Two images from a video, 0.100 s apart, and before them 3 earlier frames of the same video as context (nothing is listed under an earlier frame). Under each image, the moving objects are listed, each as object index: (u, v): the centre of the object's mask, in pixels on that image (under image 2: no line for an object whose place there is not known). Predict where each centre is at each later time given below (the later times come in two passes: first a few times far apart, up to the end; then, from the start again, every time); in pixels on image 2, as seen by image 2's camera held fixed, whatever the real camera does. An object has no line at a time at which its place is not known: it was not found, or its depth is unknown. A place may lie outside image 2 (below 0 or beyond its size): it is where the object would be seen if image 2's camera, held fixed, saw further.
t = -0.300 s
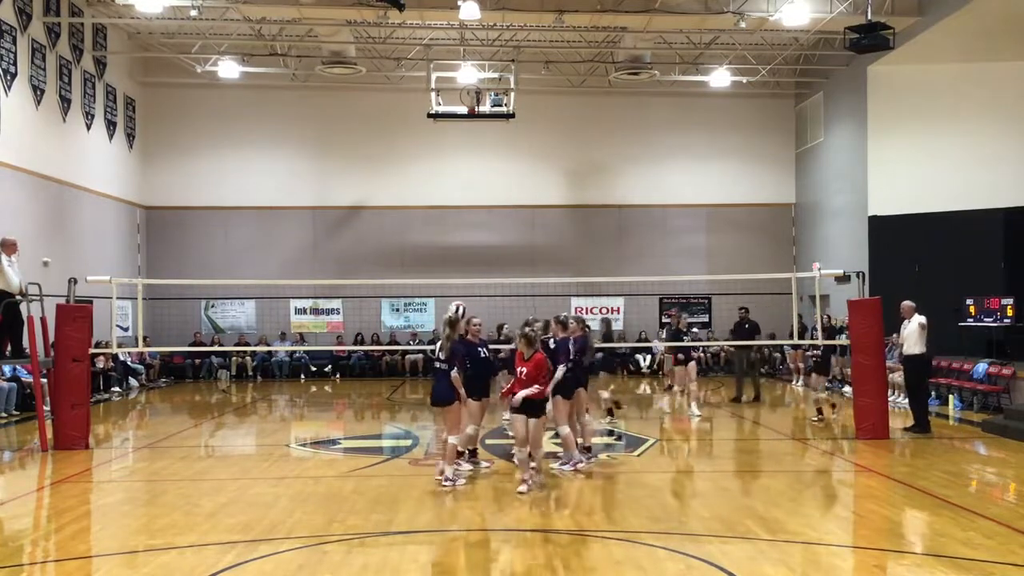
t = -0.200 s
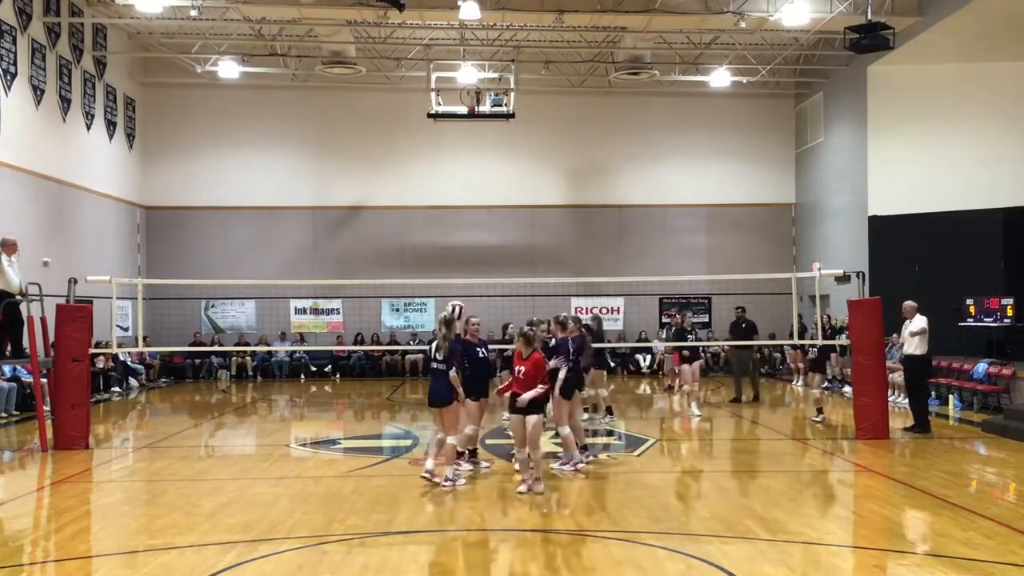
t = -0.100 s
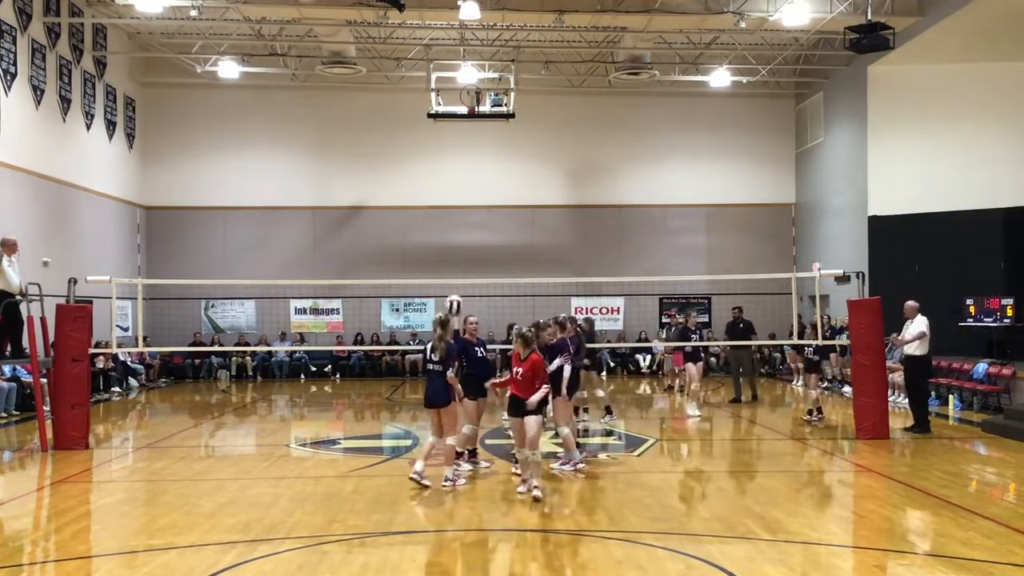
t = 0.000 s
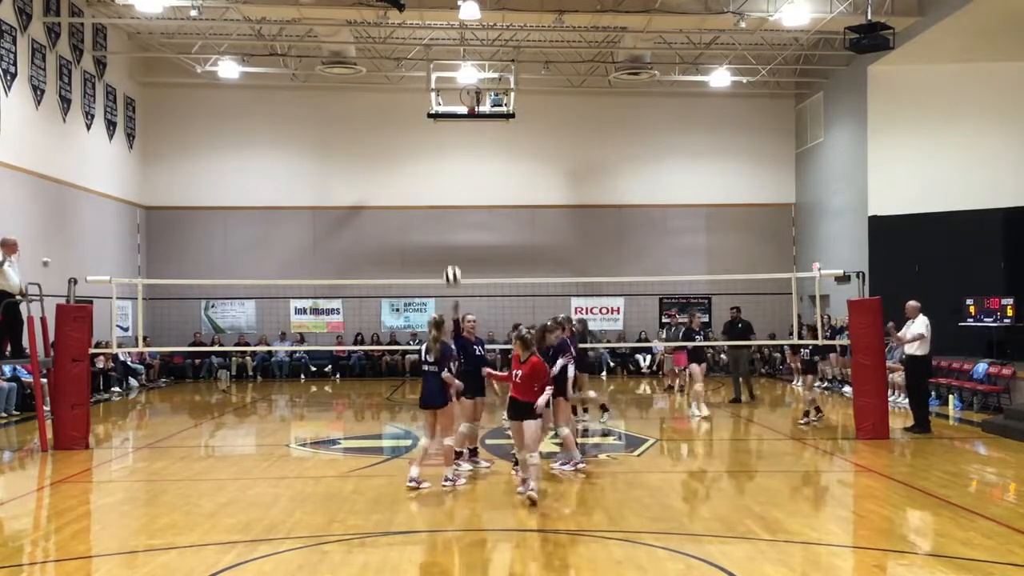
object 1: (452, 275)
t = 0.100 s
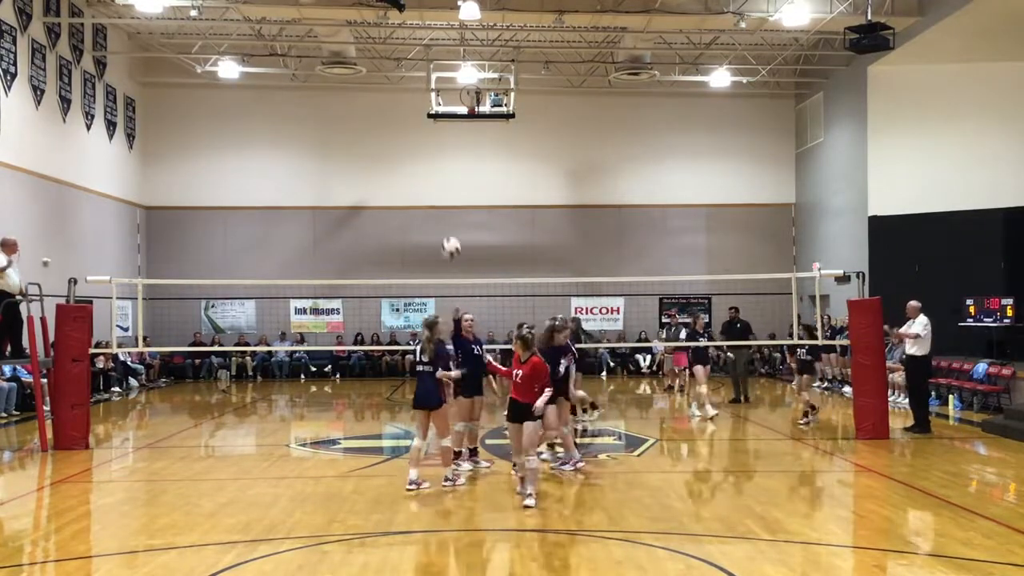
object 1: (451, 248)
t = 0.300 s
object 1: (447, 214)
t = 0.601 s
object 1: (444, 233)
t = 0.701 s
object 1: (440, 262)
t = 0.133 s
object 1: (451, 240)
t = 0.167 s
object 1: (450, 232)
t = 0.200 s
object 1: (449, 226)
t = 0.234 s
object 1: (448, 221)
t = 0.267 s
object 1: (448, 217)
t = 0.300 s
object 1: (447, 214)
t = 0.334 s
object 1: (447, 212)
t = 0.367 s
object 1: (446, 212)
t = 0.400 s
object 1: (445, 211)
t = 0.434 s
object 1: (445, 211)
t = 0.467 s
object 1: (444, 214)
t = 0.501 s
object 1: (444, 216)
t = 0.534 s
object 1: (443, 221)
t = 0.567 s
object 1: (443, 226)
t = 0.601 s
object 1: (444, 233)
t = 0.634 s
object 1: (442, 242)
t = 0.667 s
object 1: (440, 251)
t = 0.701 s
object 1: (440, 262)
